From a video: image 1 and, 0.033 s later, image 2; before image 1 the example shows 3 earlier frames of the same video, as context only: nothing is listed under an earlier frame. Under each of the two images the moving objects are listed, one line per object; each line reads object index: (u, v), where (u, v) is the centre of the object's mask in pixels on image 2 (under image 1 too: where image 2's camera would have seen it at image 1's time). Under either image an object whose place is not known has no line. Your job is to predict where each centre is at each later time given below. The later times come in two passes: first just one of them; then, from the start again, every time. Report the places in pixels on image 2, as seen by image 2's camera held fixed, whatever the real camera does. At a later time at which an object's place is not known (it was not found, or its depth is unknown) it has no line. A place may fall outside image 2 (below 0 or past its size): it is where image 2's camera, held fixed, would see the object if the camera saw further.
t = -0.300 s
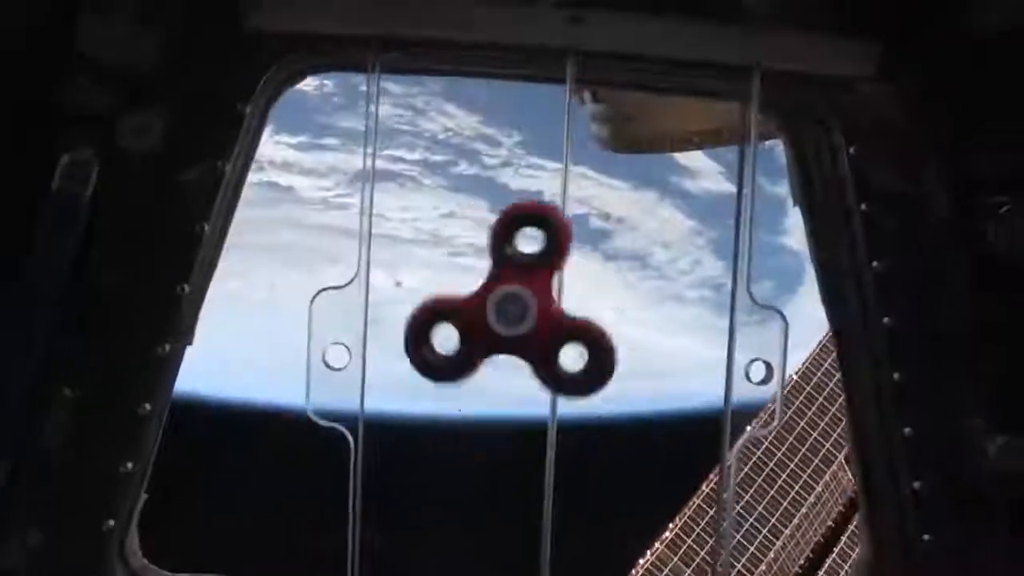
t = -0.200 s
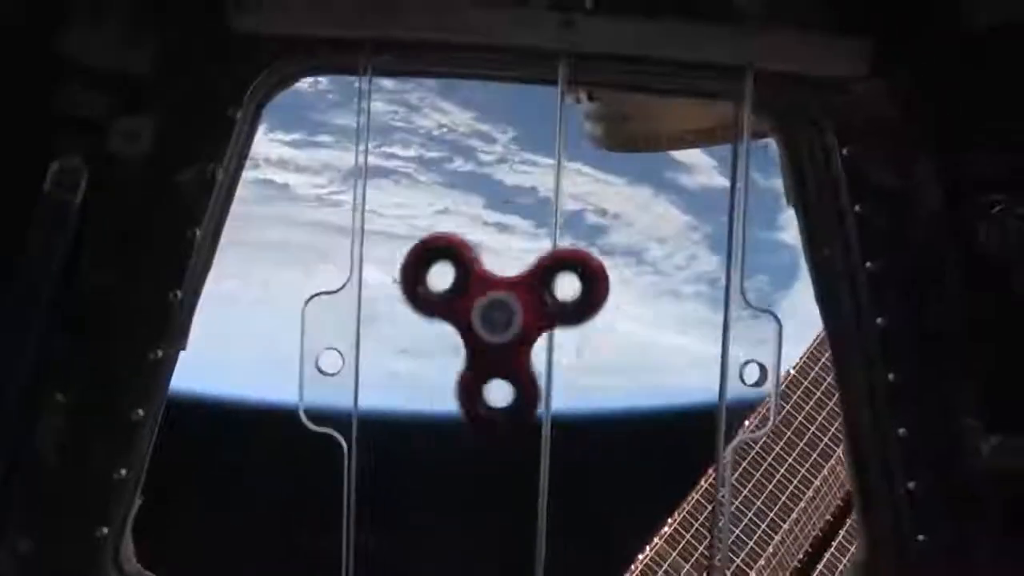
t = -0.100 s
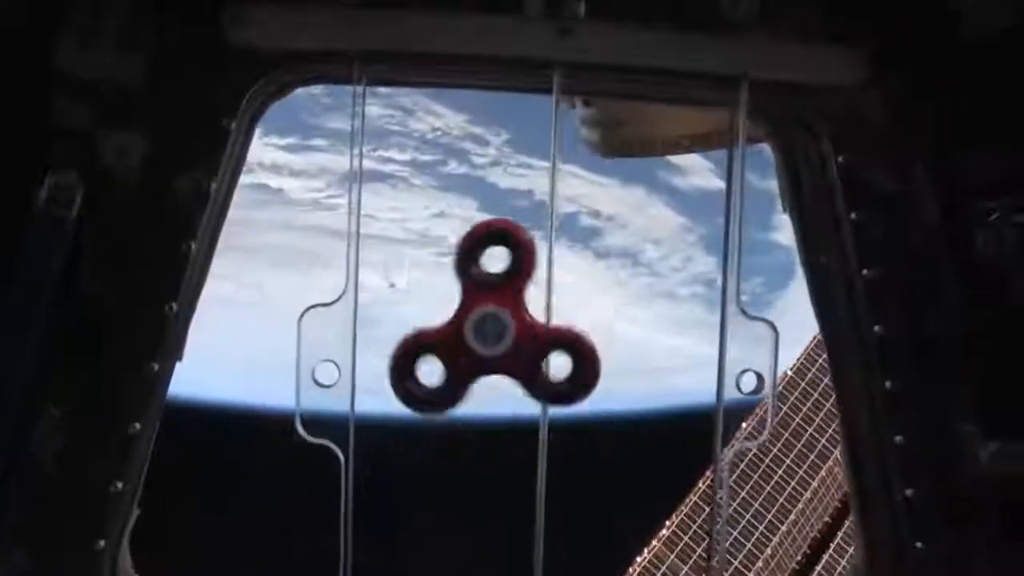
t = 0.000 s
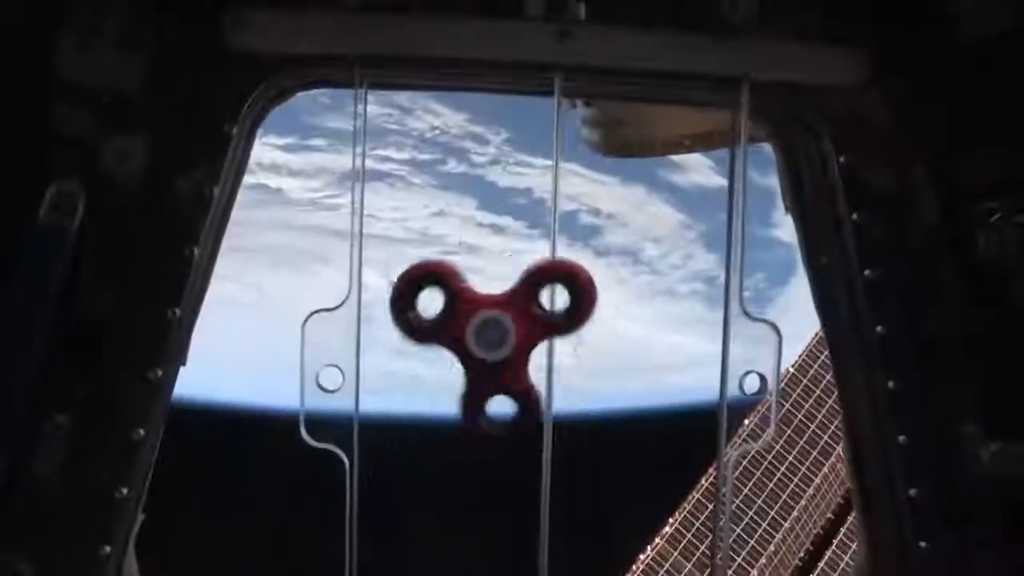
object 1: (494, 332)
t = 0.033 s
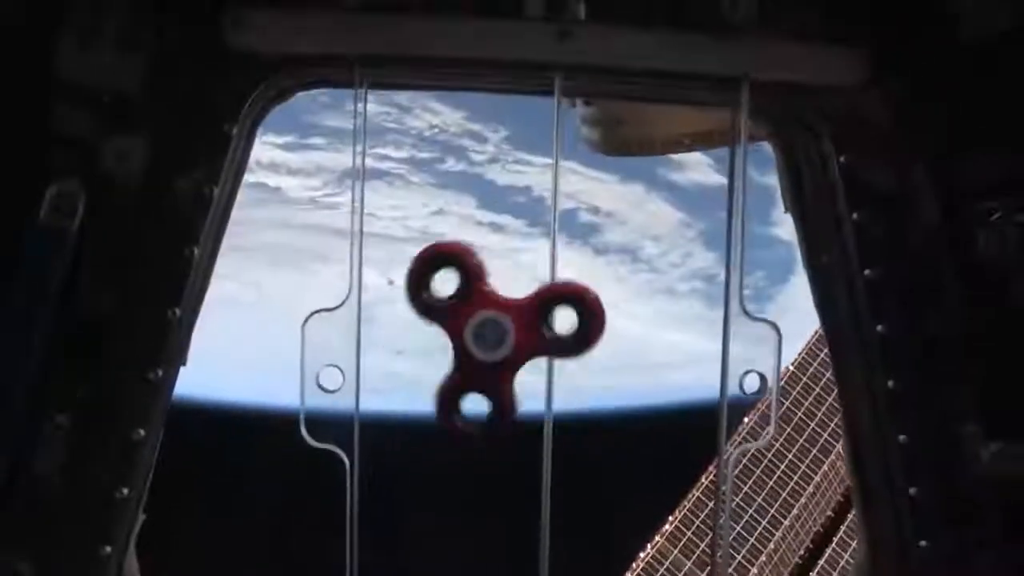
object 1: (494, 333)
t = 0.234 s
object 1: (490, 325)
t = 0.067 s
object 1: (493, 335)
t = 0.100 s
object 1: (491, 337)
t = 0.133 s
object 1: (491, 337)
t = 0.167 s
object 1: (488, 334)
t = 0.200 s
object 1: (488, 323)
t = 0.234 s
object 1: (490, 325)
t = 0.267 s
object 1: (488, 334)
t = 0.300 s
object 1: (486, 335)
